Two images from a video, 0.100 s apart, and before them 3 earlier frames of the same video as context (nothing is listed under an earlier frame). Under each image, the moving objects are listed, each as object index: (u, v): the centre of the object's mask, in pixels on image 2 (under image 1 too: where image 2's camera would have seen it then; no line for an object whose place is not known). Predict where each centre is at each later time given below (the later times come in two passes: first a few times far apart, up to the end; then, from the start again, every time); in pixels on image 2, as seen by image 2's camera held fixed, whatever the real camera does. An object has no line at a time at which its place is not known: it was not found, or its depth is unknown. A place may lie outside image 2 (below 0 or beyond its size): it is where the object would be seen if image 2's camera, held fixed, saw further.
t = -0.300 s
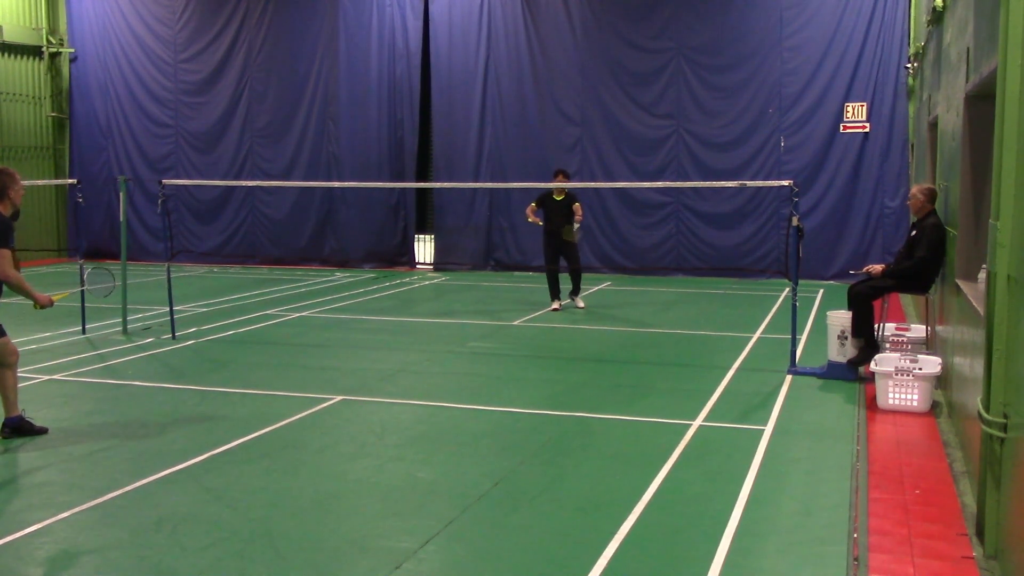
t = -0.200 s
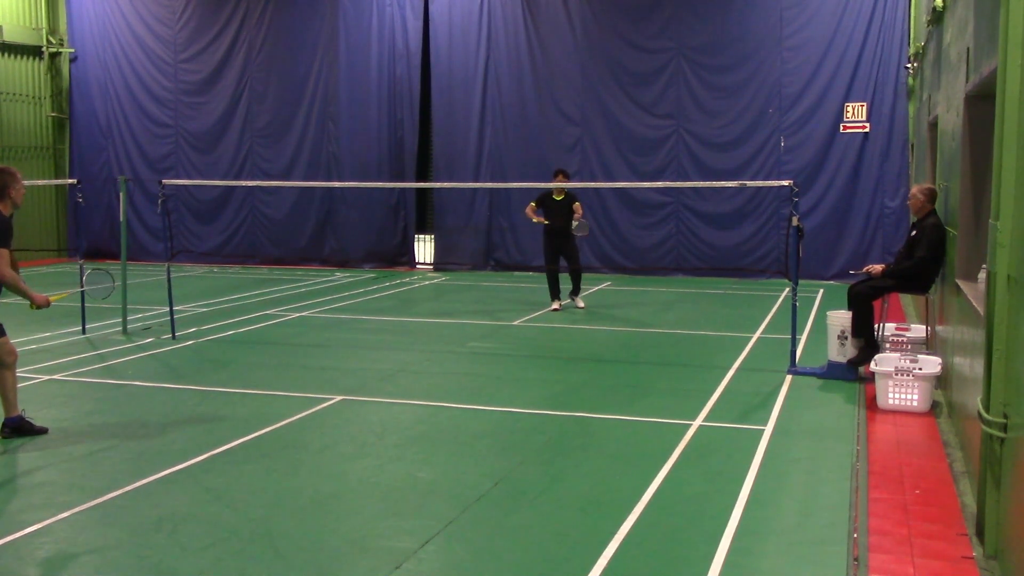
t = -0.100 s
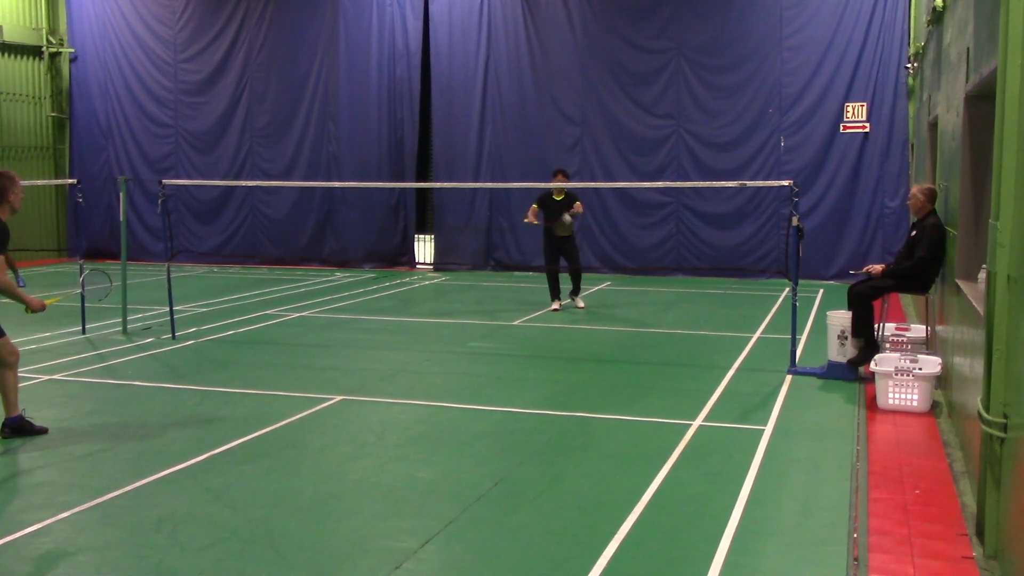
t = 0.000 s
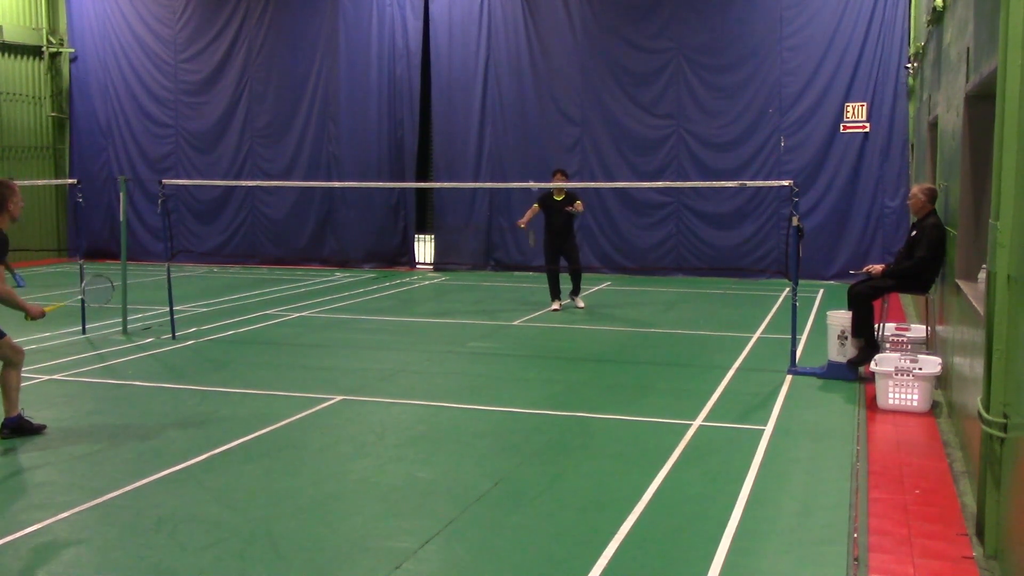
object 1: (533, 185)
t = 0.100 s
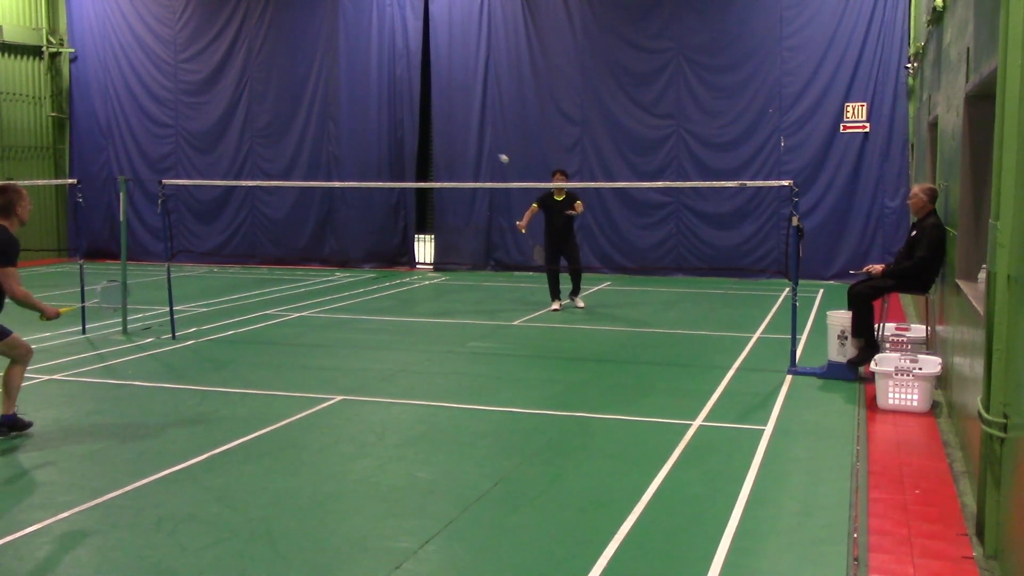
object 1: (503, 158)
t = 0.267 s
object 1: (456, 138)
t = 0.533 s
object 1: (381, 169)
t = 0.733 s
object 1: (328, 248)
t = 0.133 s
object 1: (494, 152)
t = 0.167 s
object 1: (484, 147)
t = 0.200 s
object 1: (475, 142)
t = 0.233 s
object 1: (465, 139)
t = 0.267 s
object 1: (456, 138)
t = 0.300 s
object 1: (446, 138)
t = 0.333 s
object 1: (437, 138)
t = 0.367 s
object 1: (427, 140)
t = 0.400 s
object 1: (418, 143)
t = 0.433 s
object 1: (409, 148)
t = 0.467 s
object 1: (399, 153)
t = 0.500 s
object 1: (390, 161)
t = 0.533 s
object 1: (381, 169)
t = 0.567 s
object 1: (373, 178)
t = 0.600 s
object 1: (362, 191)
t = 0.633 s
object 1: (354, 203)
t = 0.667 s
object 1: (345, 217)
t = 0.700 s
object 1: (336, 231)
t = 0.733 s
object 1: (328, 248)
